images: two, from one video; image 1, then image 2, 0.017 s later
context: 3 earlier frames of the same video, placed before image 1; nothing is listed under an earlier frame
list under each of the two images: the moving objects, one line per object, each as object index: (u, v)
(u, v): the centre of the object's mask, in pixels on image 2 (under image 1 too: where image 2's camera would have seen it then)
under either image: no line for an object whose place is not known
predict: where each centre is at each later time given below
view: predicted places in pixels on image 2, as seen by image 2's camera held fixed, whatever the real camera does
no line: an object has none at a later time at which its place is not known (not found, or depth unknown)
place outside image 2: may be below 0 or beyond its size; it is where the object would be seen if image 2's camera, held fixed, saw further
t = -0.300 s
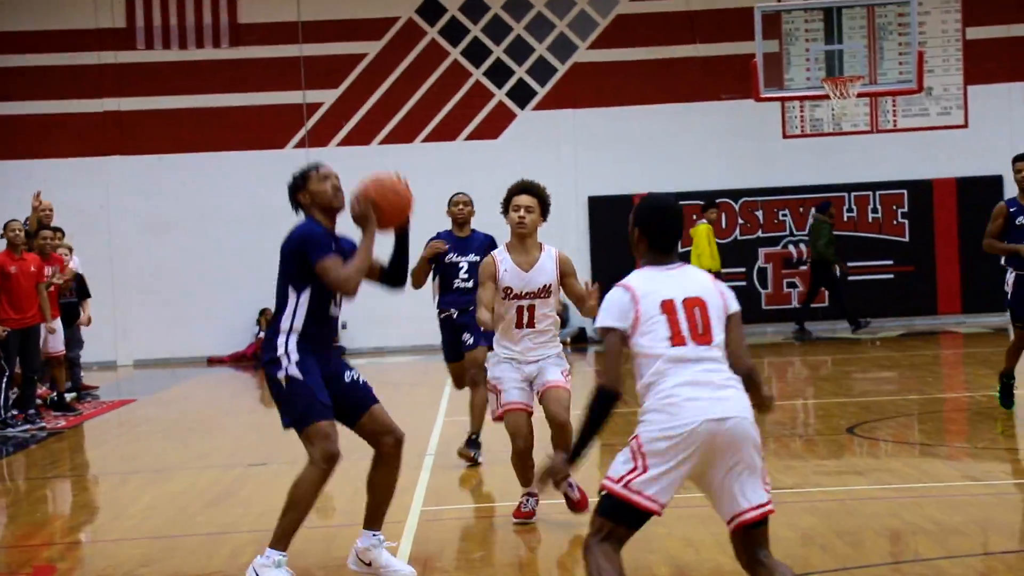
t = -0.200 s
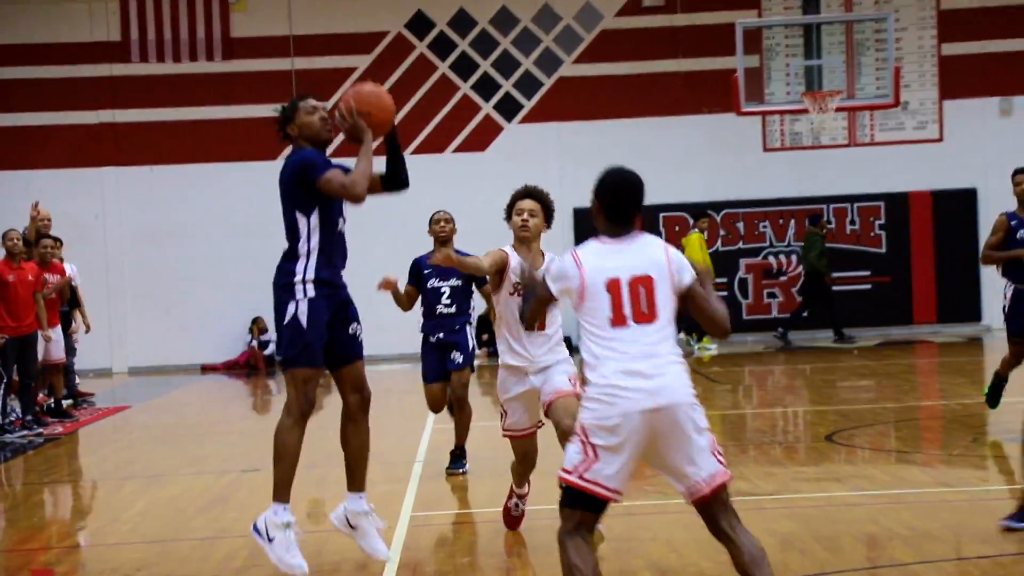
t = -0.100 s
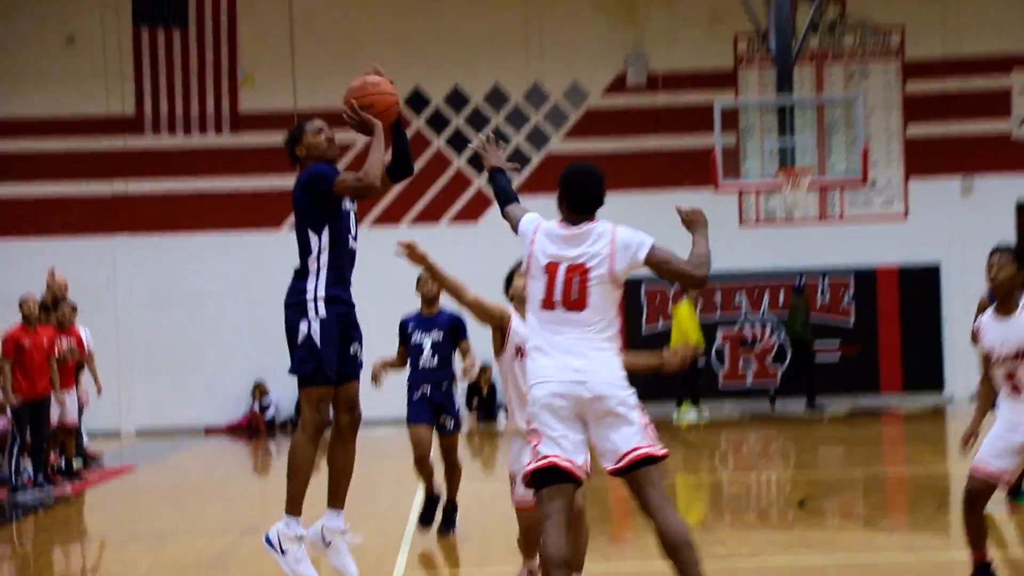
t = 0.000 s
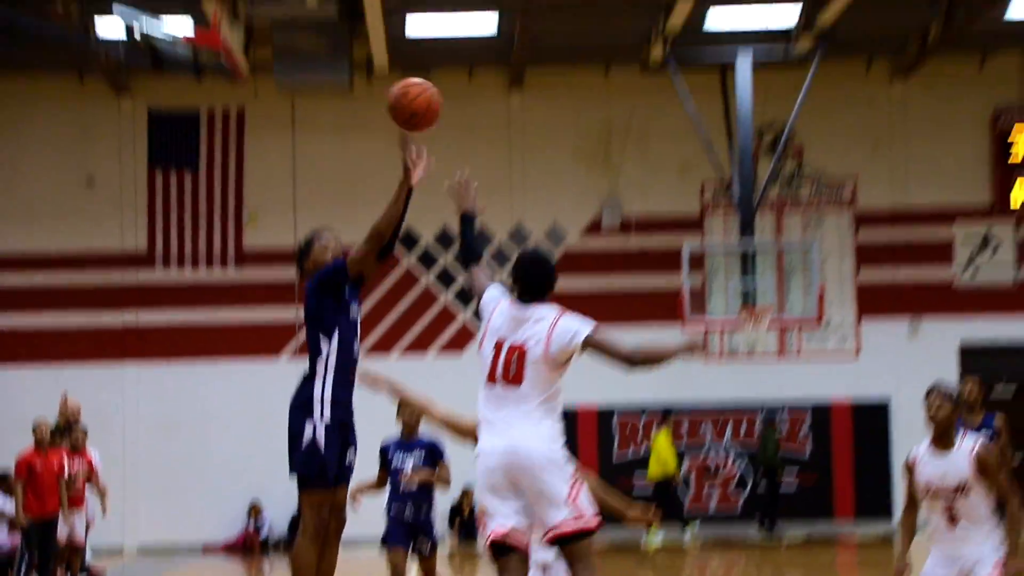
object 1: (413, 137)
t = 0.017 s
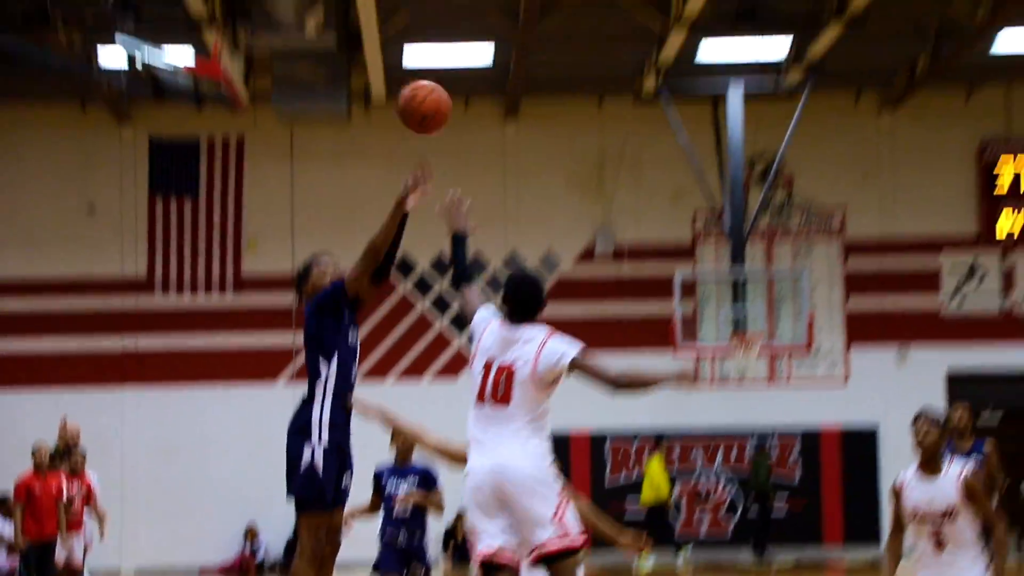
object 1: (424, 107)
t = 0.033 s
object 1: (437, 80)
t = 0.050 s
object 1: (451, 53)
